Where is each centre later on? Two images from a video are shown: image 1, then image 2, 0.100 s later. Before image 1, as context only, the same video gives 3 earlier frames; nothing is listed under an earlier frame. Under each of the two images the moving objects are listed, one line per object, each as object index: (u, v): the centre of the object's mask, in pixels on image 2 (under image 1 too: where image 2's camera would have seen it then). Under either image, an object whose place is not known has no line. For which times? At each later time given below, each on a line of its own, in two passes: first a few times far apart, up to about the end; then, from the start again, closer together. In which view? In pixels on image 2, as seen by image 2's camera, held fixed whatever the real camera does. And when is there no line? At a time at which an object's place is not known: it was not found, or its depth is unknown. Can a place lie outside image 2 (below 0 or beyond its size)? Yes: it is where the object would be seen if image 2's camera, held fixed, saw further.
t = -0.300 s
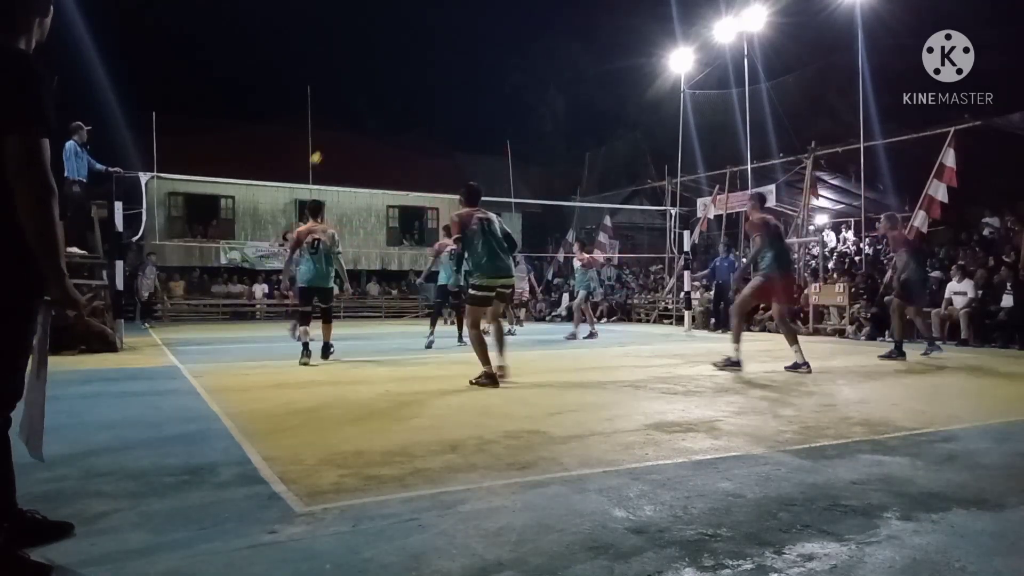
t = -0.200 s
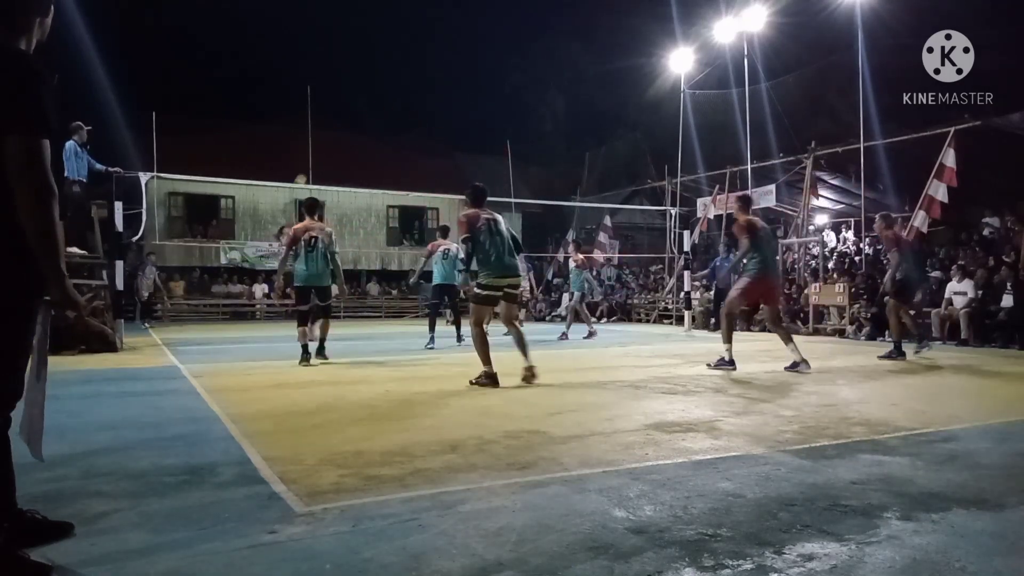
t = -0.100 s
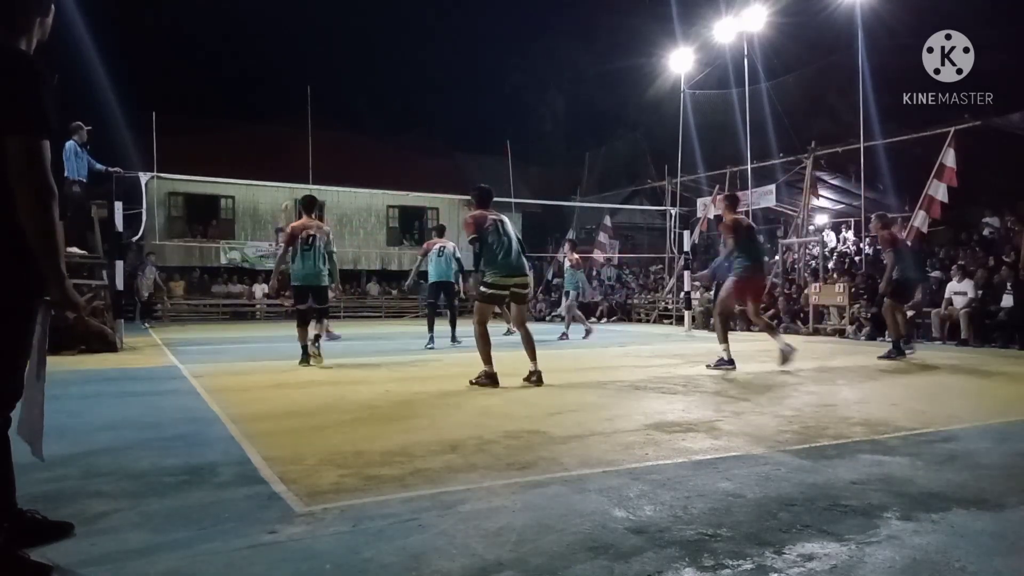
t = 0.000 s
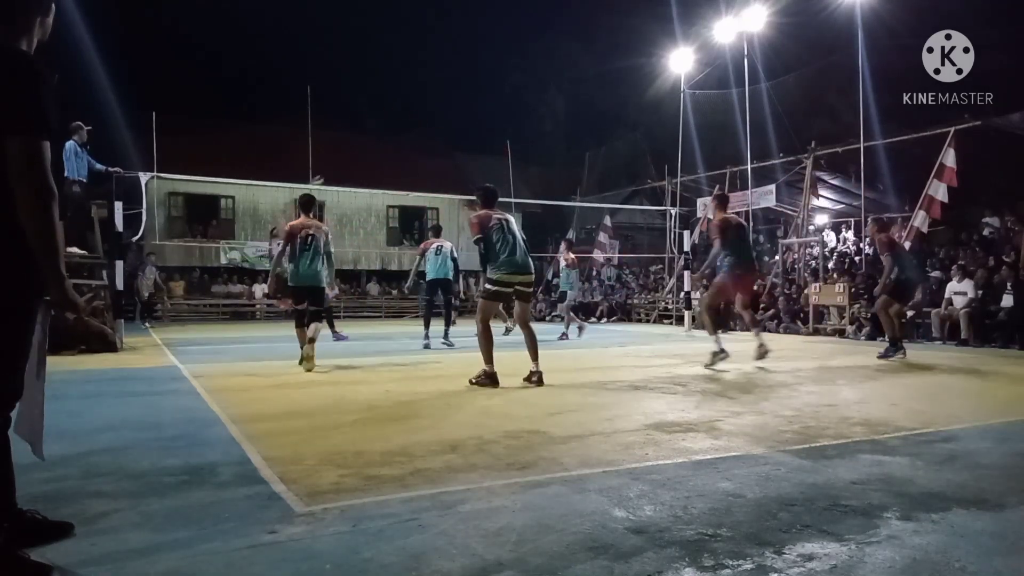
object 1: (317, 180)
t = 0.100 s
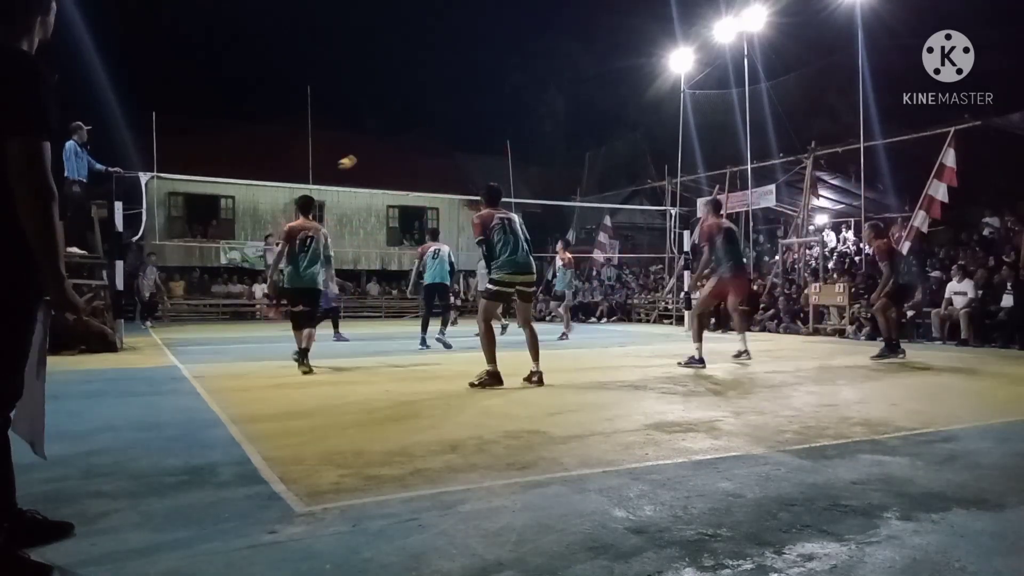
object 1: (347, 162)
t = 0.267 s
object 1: (408, 136)
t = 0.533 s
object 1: (537, 124)
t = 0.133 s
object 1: (358, 157)
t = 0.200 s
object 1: (383, 145)
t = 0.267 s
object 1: (408, 136)
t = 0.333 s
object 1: (436, 128)
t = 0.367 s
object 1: (451, 126)
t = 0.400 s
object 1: (466, 124)
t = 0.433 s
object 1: (483, 123)
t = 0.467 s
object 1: (500, 122)
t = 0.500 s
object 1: (518, 122)
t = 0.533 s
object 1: (537, 124)
